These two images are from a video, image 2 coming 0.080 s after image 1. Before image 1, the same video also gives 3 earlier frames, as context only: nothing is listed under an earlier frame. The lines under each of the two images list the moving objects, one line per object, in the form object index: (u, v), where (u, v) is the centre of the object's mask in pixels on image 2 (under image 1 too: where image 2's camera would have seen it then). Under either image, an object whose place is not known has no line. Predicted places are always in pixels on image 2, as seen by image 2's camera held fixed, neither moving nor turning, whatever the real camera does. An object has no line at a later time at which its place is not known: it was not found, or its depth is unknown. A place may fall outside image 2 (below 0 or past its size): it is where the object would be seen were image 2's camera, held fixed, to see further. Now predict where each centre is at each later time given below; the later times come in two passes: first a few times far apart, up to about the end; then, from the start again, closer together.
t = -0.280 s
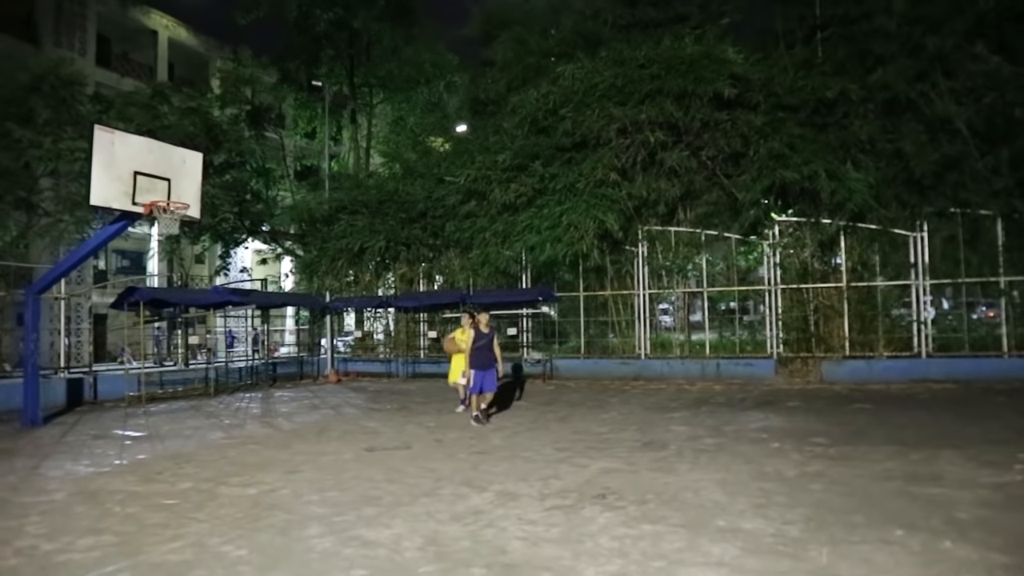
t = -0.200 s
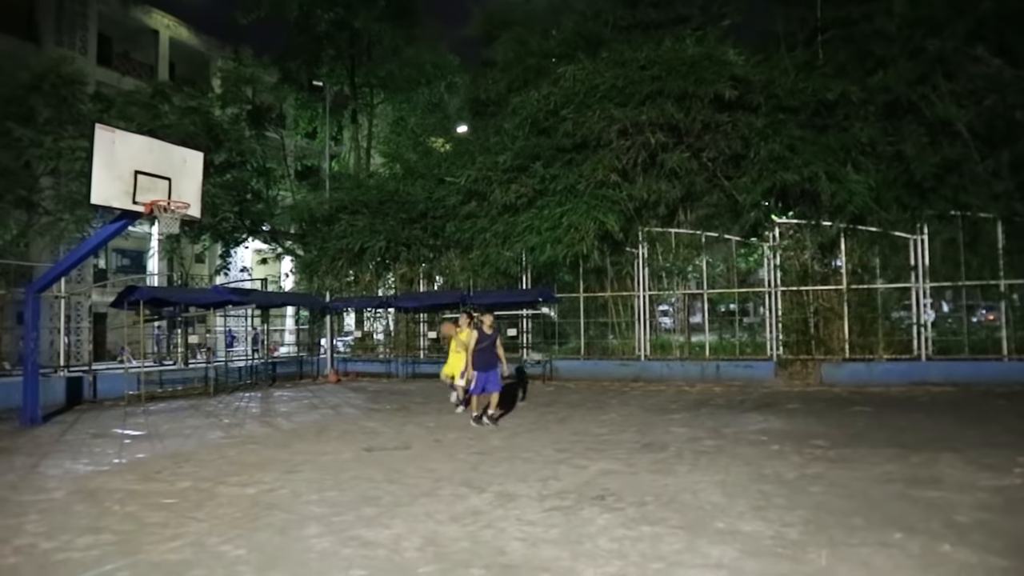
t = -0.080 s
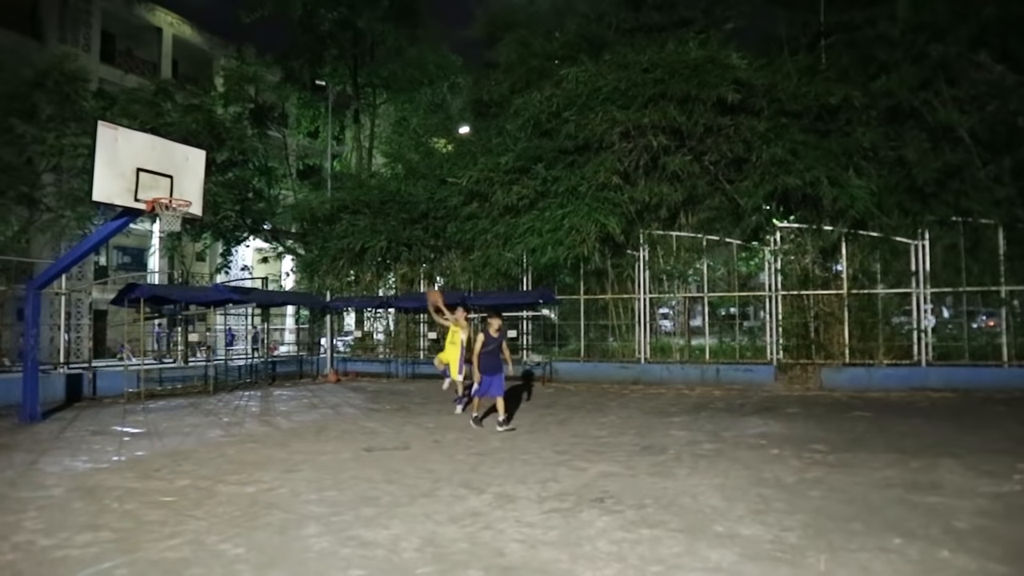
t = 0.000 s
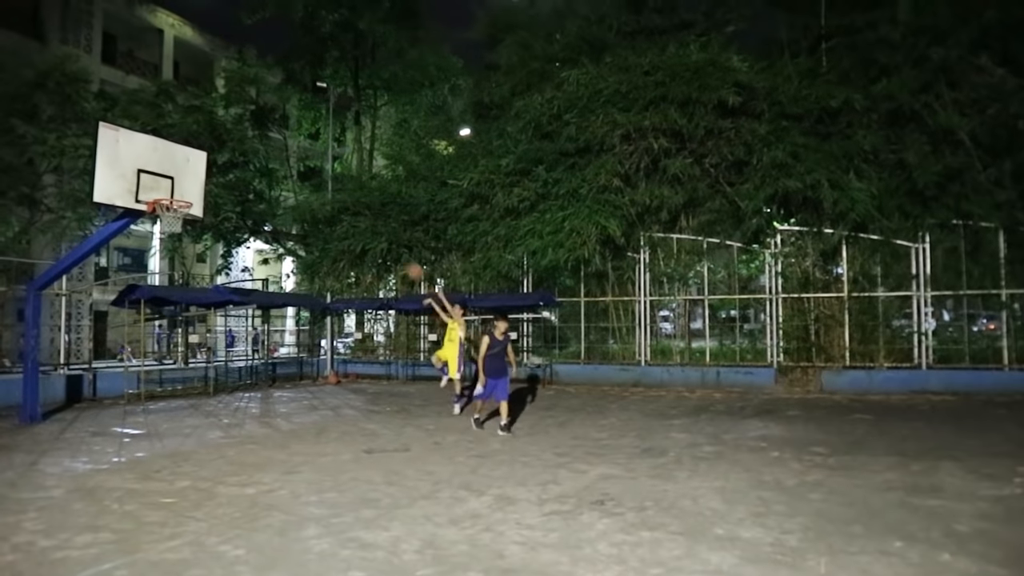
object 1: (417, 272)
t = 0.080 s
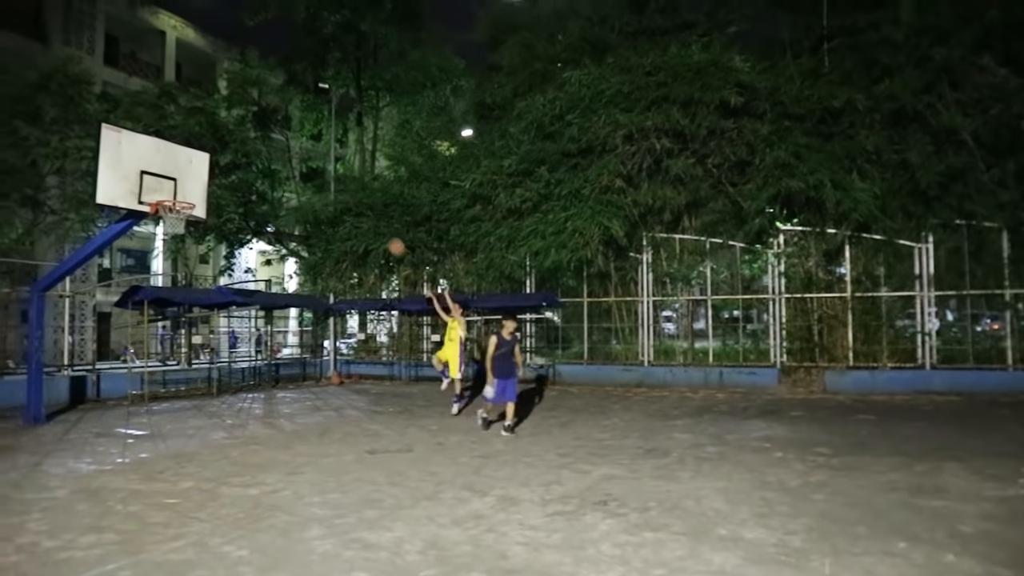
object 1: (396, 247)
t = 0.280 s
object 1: (342, 201)
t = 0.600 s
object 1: (245, 177)
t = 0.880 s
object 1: (170, 218)
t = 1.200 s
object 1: (177, 220)
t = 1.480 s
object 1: (171, 223)
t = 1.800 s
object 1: (179, 273)
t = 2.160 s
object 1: (192, 420)
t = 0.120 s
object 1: (386, 236)
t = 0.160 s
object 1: (375, 226)
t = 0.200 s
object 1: (364, 217)
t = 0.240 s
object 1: (353, 208)
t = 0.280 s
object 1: (342, 201)
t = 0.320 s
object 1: (331, 194)
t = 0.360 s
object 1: (319, 188)
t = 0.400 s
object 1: (307, 183)
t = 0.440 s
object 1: (295, 180)
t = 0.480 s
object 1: (283, 177)
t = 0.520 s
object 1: (271, 176)
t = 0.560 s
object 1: (258, 176)
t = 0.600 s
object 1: (245, 177)
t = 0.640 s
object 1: (232, 178)
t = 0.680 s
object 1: (219, 182)
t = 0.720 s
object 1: (209, 186)
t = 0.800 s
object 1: (176, 213)
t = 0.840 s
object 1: (173, 218)
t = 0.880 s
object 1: (170, 218)
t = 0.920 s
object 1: (169, 214)
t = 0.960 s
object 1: (172, 214)
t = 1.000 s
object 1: (177, 215)
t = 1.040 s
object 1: (180, 216)
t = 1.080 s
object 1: (181, 217)
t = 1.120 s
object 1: (181, 217)
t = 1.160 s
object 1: (180, 219)
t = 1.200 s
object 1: (177, 220)
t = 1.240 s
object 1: (174, 221)
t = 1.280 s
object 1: (172, 221)
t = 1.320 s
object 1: (169, 221)
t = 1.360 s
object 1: (168, 221)
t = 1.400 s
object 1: (168, 222)
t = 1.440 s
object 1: (169, 222)
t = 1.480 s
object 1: (171, 223)
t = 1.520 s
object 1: (172, 227)
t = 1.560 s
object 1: (173, 229)
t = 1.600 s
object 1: (173, 233)
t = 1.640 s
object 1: (175, 239)
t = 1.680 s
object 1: (176, 245)
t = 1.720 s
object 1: (177, 253)
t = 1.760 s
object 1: (178, 262)
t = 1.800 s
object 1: (179, 273)
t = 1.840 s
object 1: (180, 284)
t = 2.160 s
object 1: (192, 420)
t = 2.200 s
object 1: (193, 421)
